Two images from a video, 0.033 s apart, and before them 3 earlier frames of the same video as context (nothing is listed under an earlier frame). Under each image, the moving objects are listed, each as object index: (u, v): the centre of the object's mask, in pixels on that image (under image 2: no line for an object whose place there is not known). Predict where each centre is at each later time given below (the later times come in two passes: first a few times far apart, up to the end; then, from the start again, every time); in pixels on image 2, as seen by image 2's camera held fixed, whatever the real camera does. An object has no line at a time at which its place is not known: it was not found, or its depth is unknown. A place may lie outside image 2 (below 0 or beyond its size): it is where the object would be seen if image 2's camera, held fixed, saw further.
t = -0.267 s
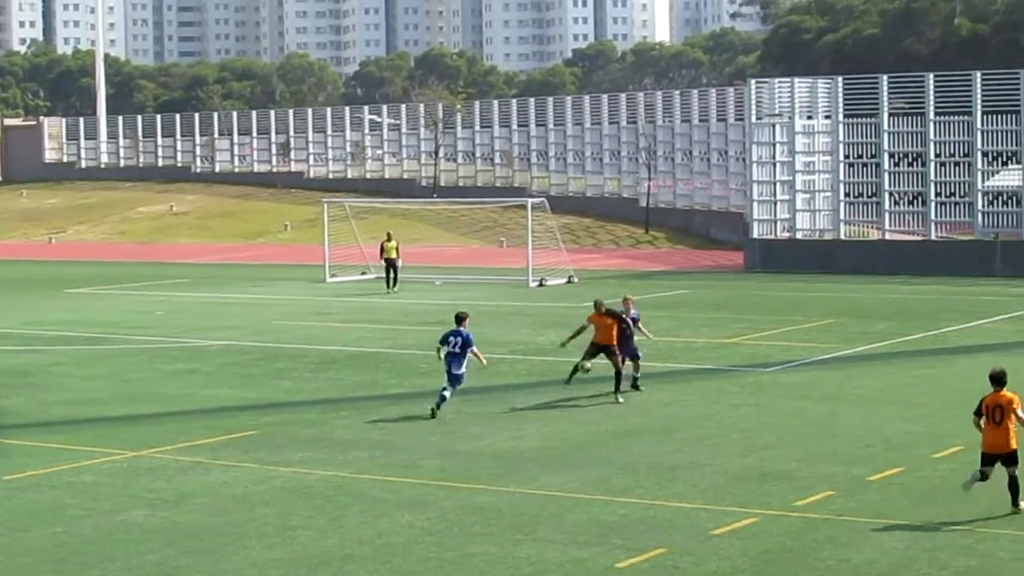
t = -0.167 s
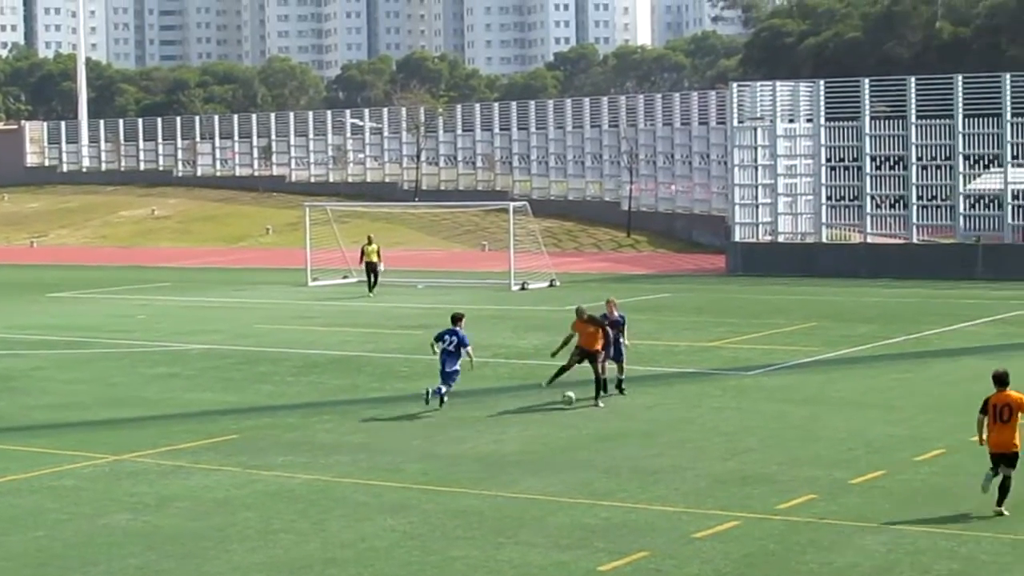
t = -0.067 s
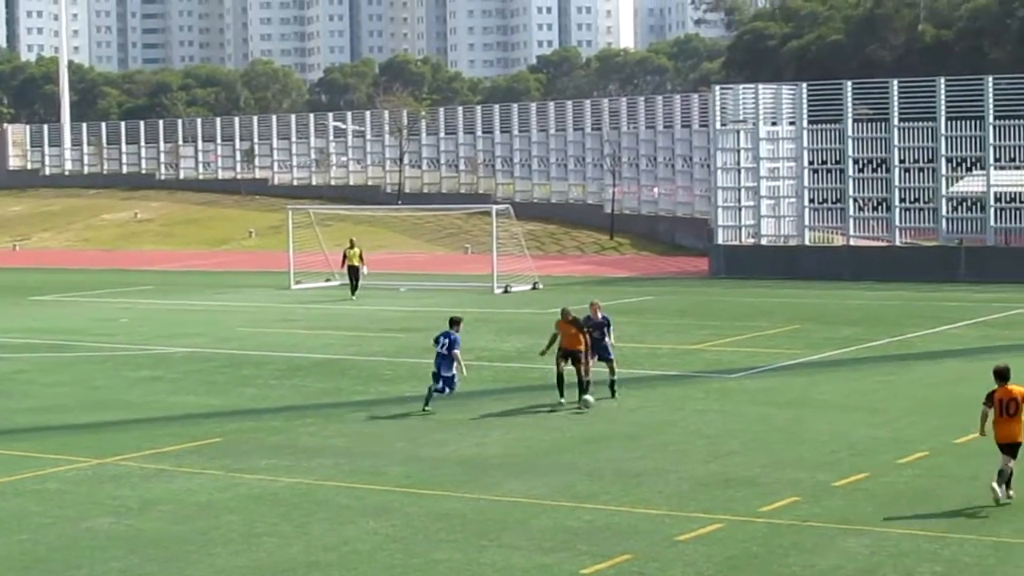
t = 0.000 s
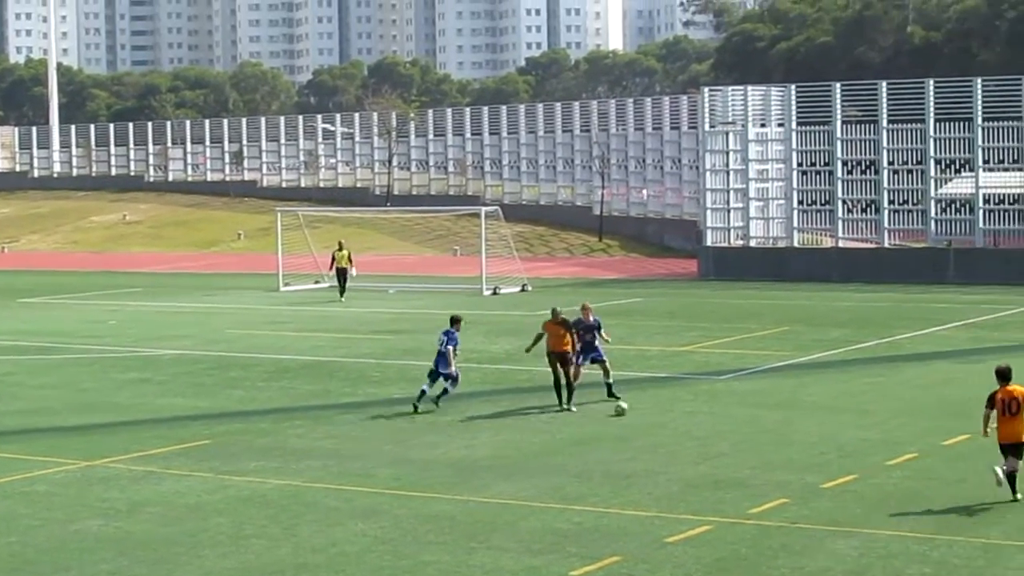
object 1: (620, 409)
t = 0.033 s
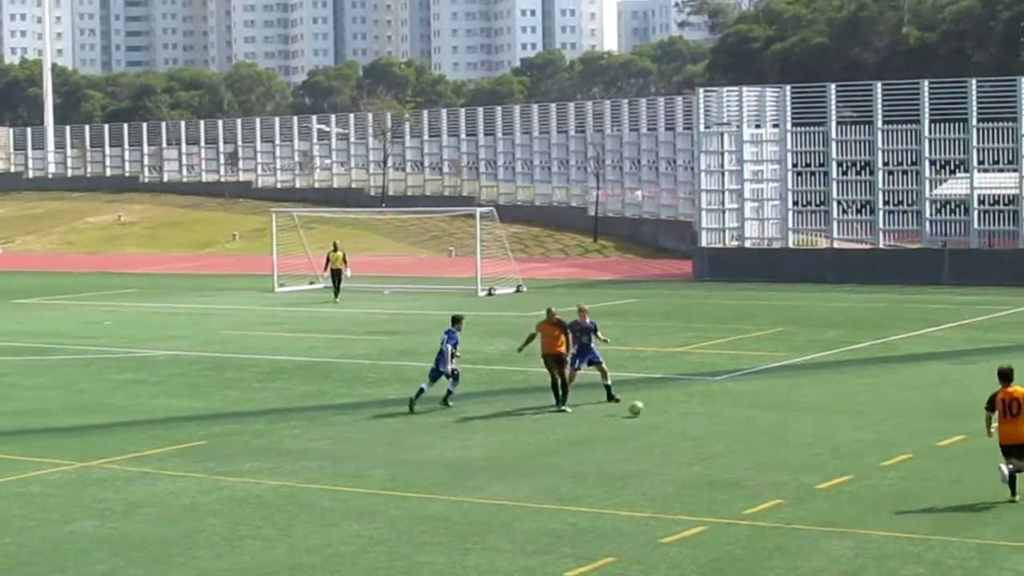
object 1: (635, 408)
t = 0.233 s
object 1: (756, 412)
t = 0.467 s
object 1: (880, 416)
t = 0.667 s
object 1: (975, 419)
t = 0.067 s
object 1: (656, 407)
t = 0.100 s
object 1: (677, 407)
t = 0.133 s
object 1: (697, 408)
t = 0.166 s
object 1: (718, 410)
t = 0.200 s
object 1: (738, 412)
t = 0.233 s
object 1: (756, 412)
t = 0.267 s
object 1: (775, 413)
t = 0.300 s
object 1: (794, 414)
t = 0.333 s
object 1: (811, 414)
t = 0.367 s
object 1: (829, 415)
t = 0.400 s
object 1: (846, 415)
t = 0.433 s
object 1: (863, 416)
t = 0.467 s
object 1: (880, 416)
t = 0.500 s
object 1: (897, 416)
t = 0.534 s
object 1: (914, 417)
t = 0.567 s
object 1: (930, 418)
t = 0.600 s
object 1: (945, 418)
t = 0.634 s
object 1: (960, 419)
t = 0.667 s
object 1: (975, 419)
